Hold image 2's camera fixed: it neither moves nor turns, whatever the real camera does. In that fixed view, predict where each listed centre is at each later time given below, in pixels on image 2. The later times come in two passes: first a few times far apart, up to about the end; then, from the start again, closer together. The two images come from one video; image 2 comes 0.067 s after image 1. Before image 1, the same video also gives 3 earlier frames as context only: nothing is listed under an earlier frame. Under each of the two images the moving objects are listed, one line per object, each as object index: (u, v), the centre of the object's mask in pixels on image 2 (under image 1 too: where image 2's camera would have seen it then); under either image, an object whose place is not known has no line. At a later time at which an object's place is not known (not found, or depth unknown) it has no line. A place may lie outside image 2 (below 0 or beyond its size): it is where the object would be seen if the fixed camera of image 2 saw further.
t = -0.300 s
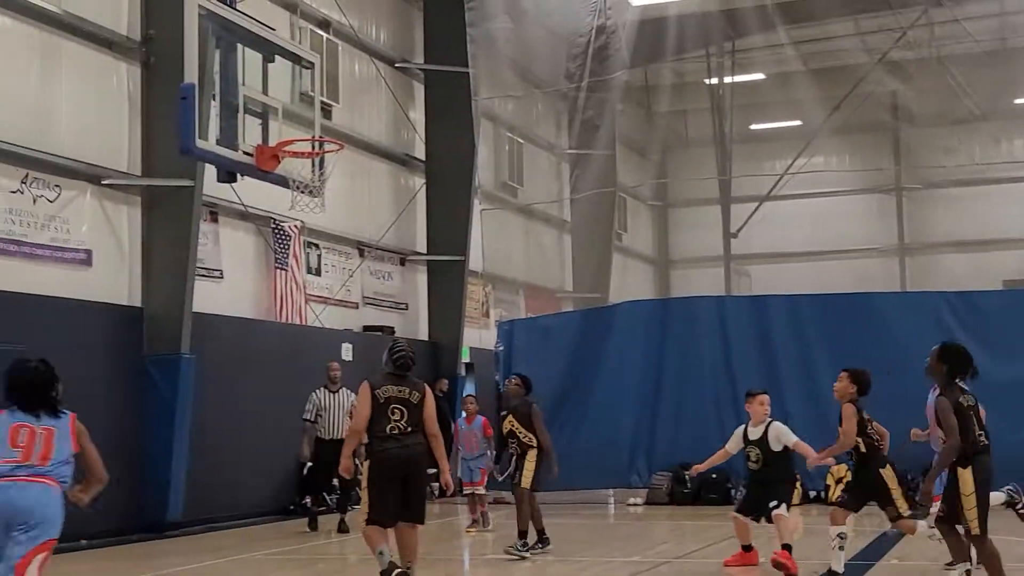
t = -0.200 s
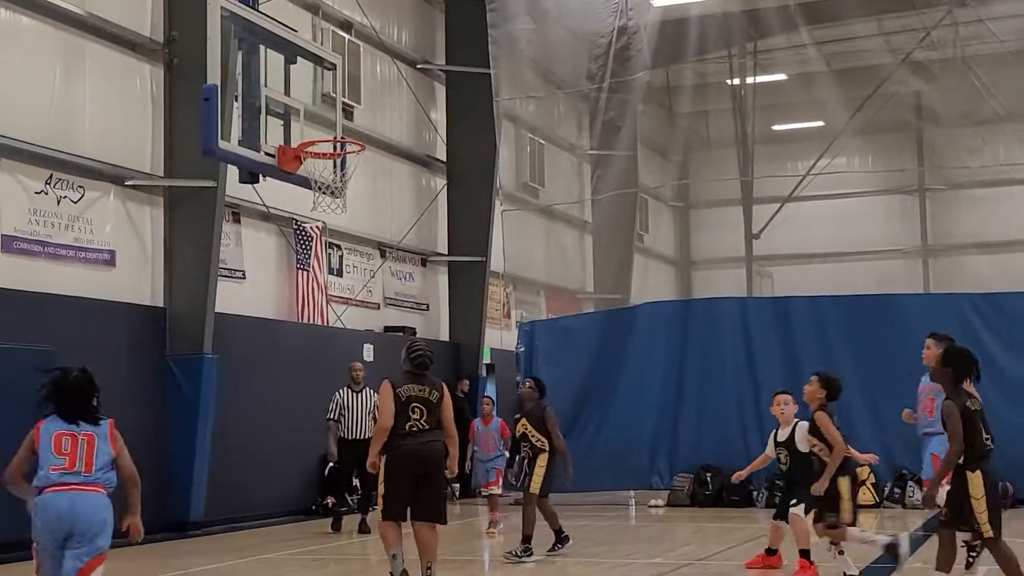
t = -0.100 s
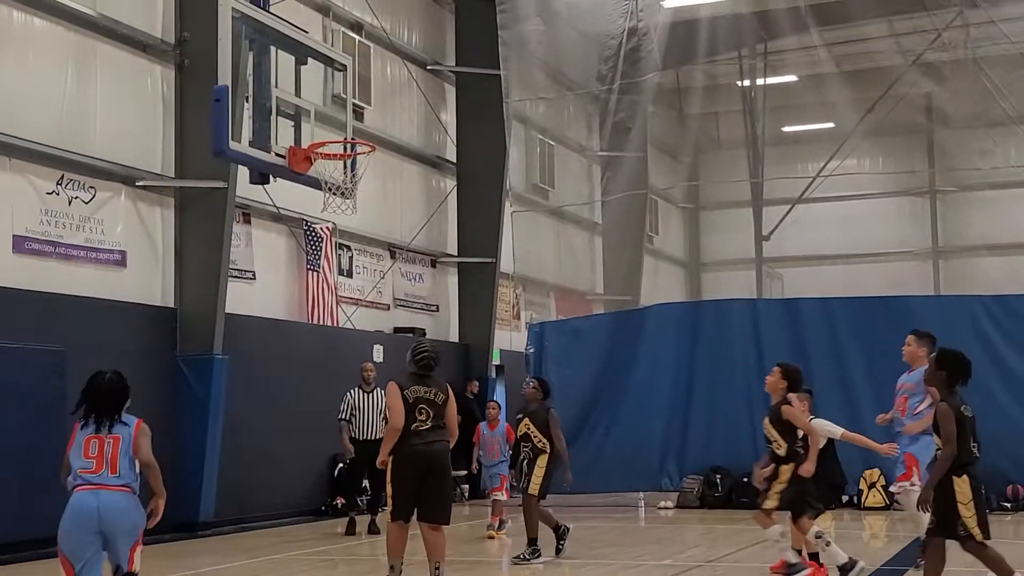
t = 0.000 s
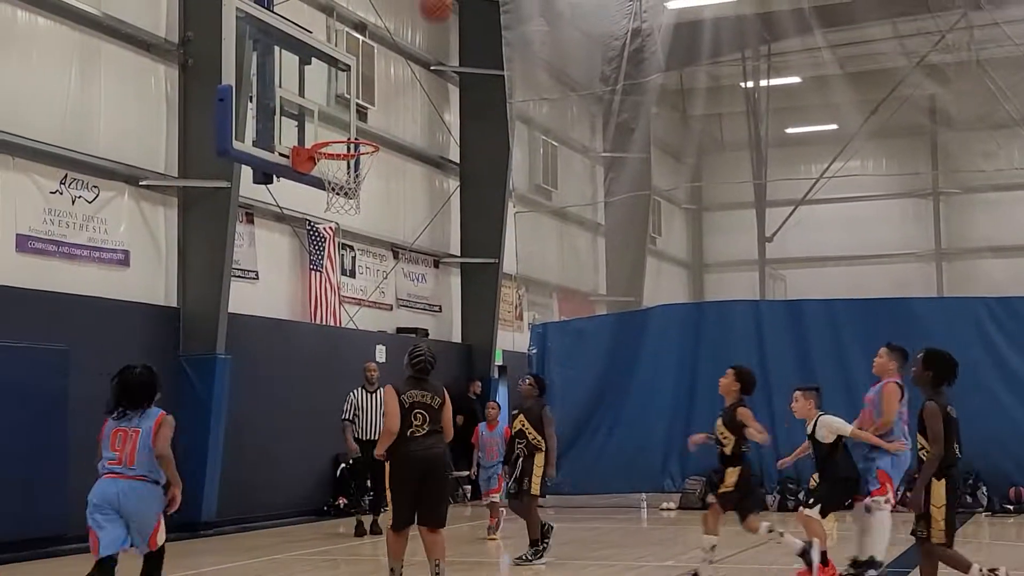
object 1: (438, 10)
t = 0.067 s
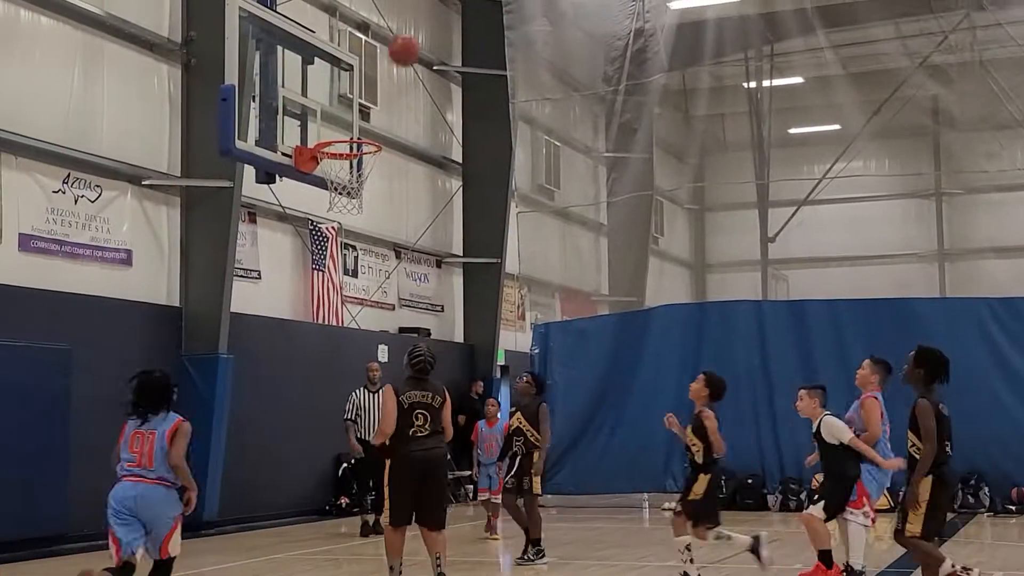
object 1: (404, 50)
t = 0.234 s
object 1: (331, 175)
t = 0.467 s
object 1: (324, 286)
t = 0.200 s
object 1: (340, 155)
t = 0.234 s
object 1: (331, 175)
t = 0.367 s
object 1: (326, 229)
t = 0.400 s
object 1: (326, 246)
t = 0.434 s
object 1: (325, 265)
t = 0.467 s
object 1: (324, 286)
